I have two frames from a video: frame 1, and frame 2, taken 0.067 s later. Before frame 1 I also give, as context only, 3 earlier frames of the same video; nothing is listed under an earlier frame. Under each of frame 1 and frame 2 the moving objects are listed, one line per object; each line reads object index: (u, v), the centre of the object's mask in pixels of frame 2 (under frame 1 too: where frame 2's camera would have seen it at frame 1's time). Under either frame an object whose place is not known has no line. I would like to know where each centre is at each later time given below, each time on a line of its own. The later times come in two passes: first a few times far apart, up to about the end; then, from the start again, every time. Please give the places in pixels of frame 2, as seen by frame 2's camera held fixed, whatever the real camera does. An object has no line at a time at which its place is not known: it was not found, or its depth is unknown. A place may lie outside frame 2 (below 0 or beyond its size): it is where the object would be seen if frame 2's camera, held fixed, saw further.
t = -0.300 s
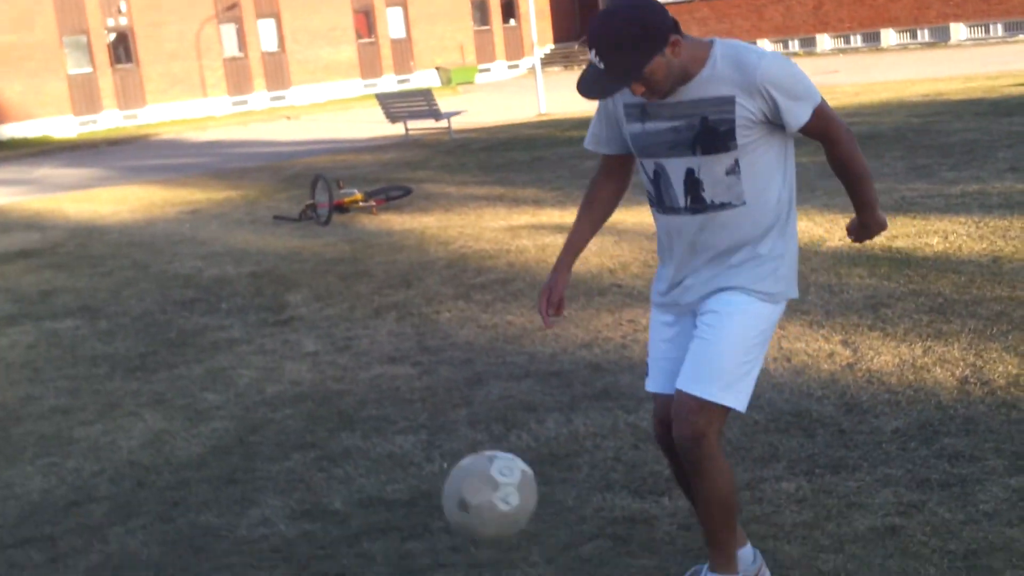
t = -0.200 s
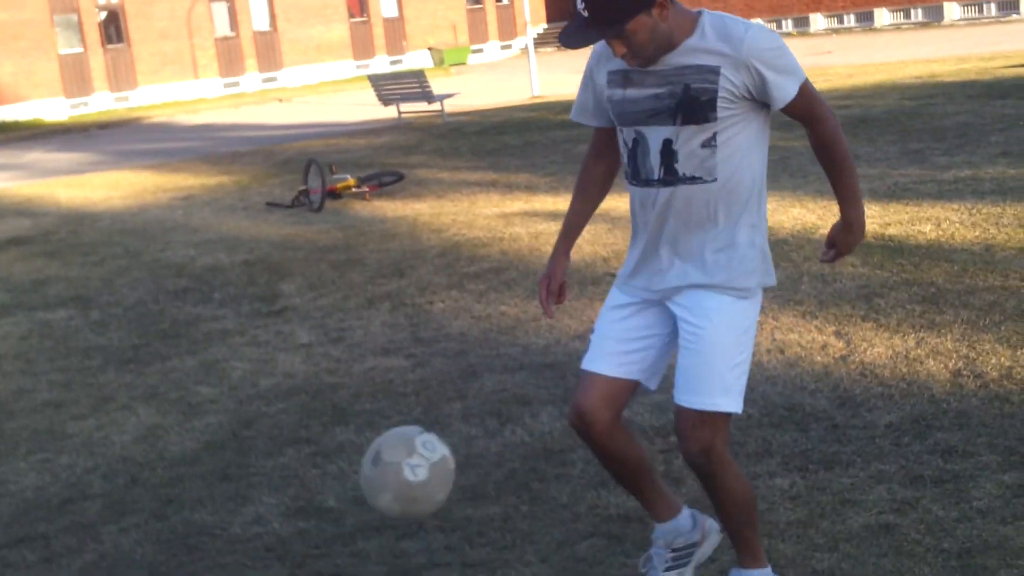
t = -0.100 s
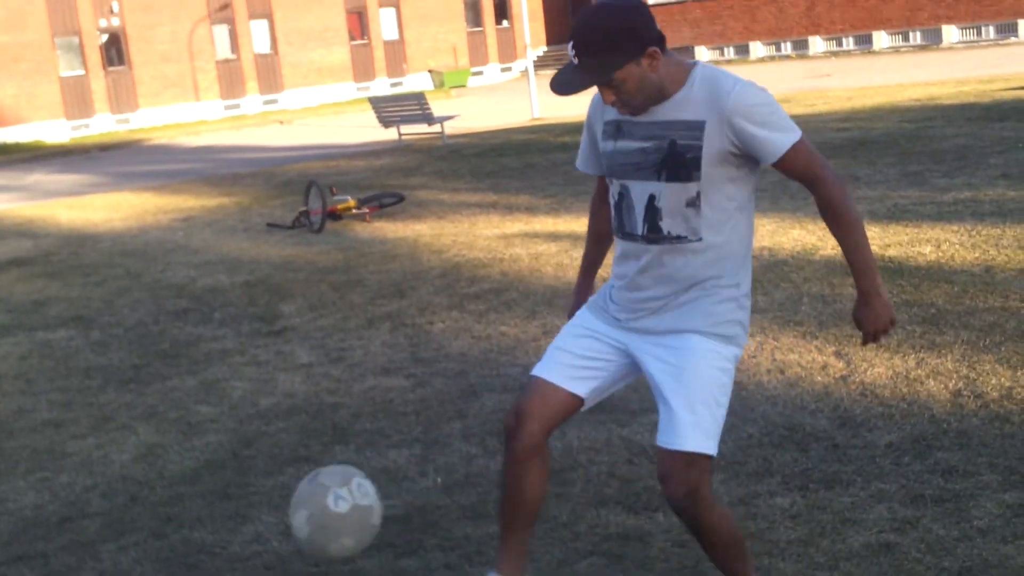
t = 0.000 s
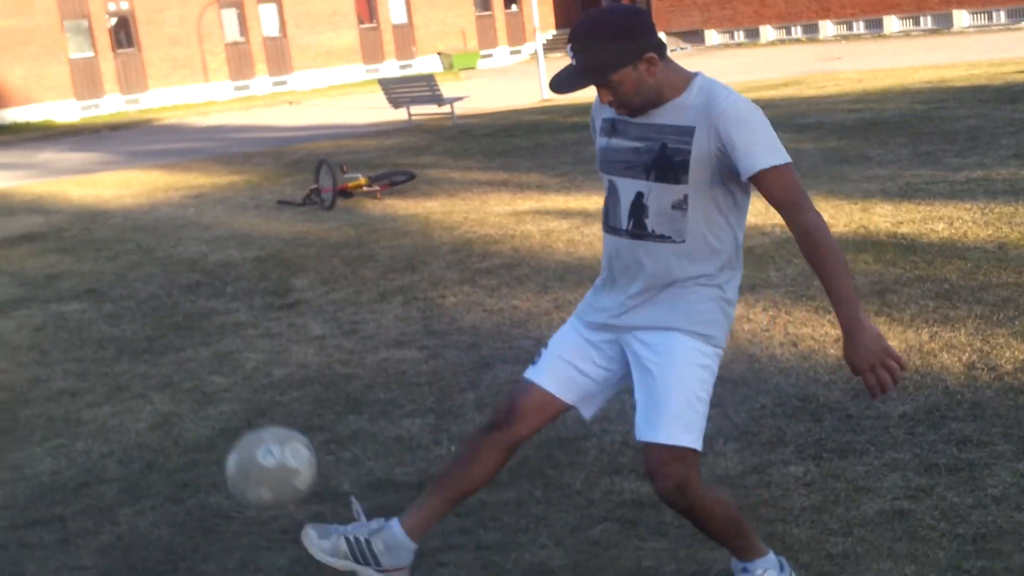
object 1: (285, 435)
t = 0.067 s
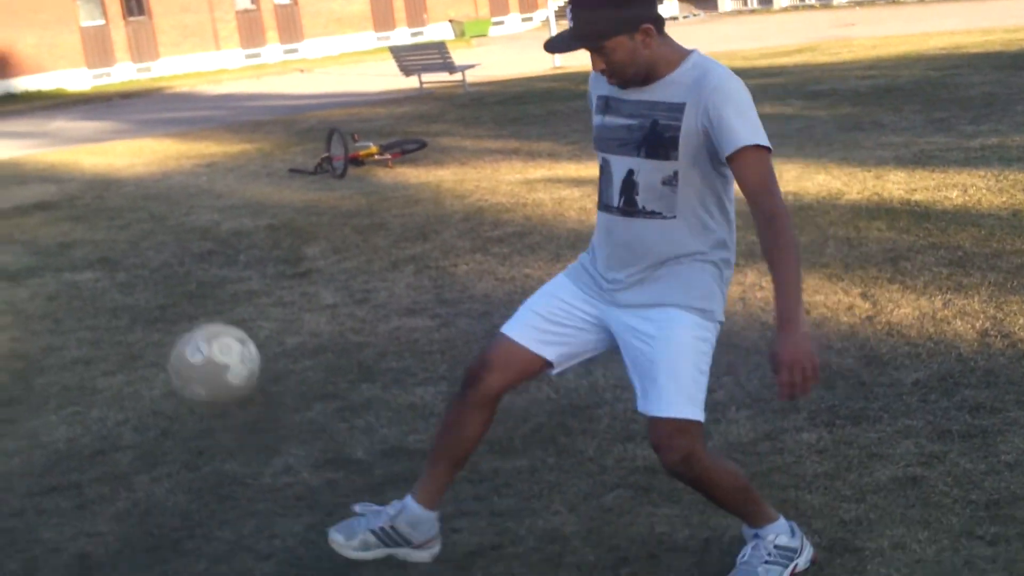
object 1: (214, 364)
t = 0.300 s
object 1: (-14, 227)
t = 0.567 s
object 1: (-230, 303)
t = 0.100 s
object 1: (179, 334)
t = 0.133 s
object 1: (145, 307)
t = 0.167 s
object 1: (113, 283)
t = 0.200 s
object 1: (79, 263)
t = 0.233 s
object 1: (48, 247)
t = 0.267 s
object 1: (17, 236)
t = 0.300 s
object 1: (-14, 227)
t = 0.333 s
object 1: (-43, 220)
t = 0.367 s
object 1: (-72, 218)
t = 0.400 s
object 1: (-102, 220)
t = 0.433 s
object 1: (-129, 228)
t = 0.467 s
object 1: (-158, 239)
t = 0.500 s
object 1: (-184, 257)
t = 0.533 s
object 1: (-209, 276)
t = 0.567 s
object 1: (-230, 303)
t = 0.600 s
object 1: (-253, 334)
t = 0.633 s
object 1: (-276, 367)
